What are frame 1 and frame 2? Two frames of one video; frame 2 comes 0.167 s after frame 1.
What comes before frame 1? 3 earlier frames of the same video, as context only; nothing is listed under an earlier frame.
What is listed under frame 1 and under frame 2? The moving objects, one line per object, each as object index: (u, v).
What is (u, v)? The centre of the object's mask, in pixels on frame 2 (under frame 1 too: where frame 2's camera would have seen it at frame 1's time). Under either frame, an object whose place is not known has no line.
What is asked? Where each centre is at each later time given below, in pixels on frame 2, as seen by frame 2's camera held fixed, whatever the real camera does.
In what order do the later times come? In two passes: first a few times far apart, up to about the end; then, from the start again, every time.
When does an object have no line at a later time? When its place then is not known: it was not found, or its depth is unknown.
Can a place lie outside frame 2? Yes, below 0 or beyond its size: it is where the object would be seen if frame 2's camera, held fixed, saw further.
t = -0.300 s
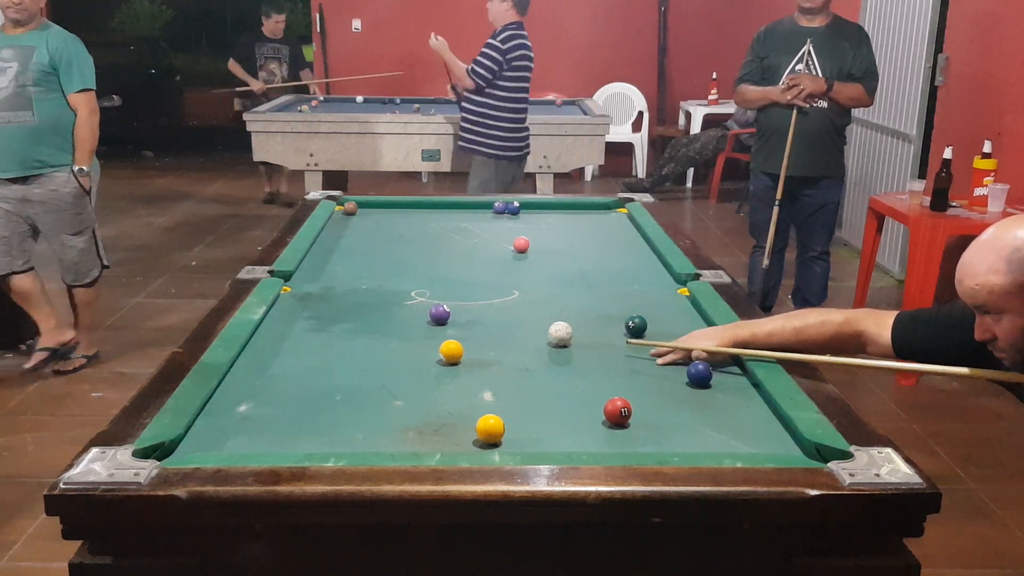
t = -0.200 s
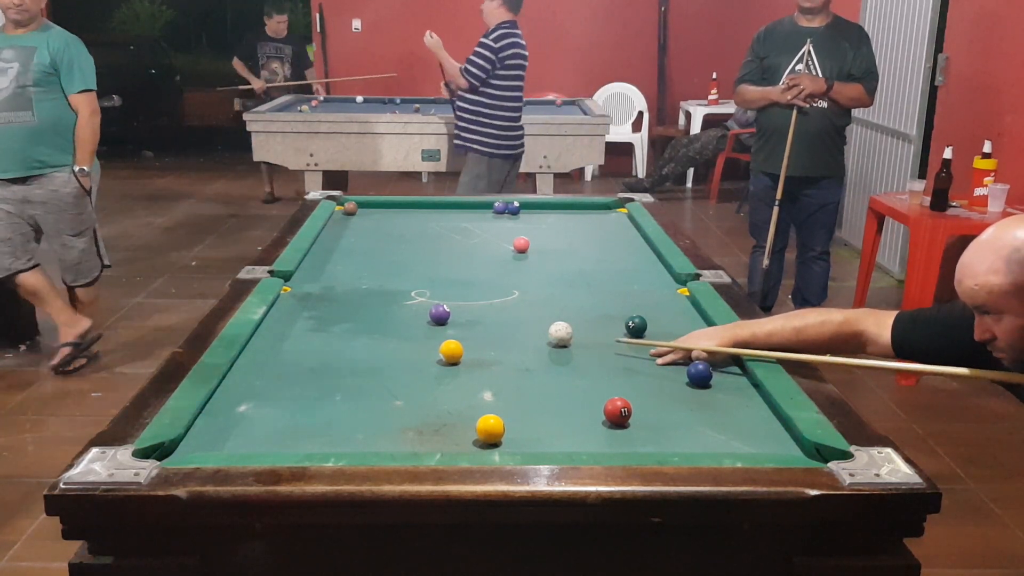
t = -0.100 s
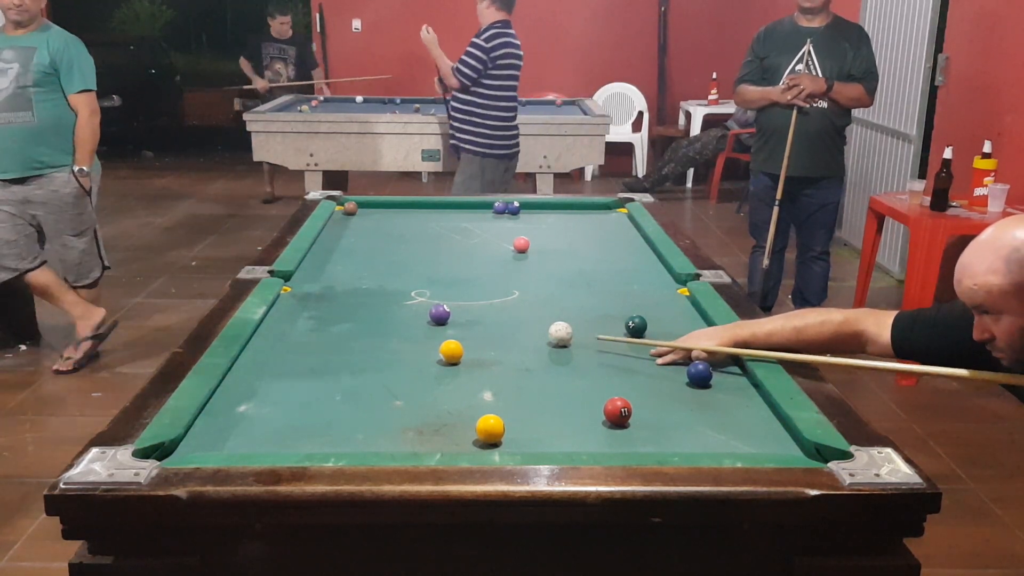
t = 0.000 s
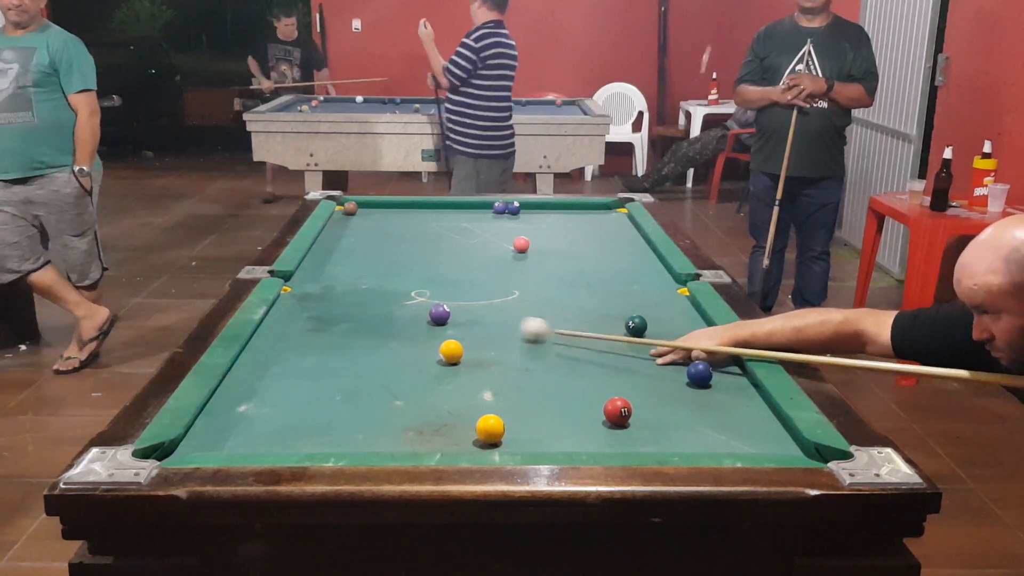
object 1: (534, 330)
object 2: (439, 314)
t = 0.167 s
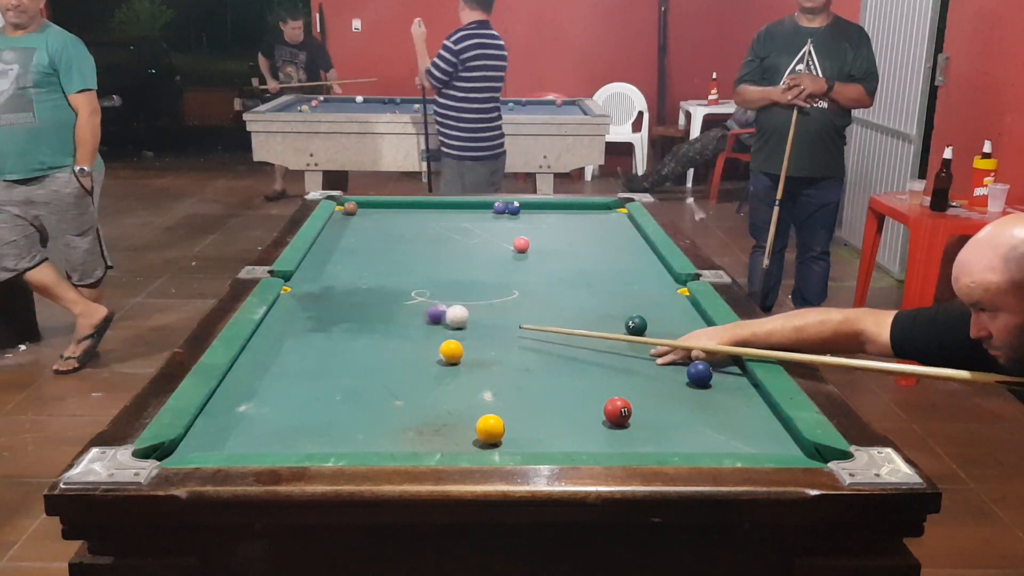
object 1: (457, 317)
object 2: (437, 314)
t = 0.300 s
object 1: (438, 316)
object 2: (392, 304)
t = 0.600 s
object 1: (390, 311)
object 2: (313, 290)
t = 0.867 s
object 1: (351, 308)
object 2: (307, 277)
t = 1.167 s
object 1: (311, 304)
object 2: (328, 264)
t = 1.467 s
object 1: (293, 301)
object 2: (346, 254)
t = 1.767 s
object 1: (321, 300)
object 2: (362, 245)
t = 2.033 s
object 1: (344, 299)
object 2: (374, 238)
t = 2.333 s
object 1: (366, 298)
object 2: (385, 231)
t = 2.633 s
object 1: (386, 297)
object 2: (396, 225)
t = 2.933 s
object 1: (402, 296)
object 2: (405, 220)
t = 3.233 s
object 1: (416, 295)
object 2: (412, 216)
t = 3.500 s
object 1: (425, 295)
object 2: (418, 212)
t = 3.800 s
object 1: (434, 294)
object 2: (423, 209)
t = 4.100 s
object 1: (439, 294)
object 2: (428, 206)
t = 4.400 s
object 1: (442, 294)
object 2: (430, 205)
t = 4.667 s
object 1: (442, 293)
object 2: (430, 206)
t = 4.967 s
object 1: (442, 294)
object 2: (431, 208)
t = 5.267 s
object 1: (442, 294)
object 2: (431, 209)
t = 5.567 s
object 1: (442, 294)
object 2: (430, 210)
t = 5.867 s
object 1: (442, 294)
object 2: (430, 210)
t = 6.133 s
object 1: (442, 294)
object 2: (429, 210)
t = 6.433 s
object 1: (442, 294)
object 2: (429, 210)
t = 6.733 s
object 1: (442, 293)
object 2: (429, 210)
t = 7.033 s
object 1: (442, 293)
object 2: (429, 210)
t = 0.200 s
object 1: (453, 317)
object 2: (424, 311)
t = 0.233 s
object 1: (449, 317)
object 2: (411, 308)
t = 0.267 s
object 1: (444, 316)
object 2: (400, 306)
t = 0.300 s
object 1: (438, 316)
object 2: (392, 304)
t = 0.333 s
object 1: (433, 315)
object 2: (382, 302)
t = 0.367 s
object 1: (427, 315)
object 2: (373, 301)
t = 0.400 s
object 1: (421, 314)
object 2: (364, 299)
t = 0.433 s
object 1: (416, 314)
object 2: (355, 297)
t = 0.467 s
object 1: (411, 313)
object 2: (347, 296)
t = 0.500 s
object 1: (406, 313)
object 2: (338, 295)
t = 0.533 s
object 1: (401, 312)
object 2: (329, 292)
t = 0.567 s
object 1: (396, 312)
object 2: (321, 291)
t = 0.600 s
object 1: (390, 311)
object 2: (313, 290)
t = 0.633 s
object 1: (385, 311)
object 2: (304, 287)
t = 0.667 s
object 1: (381, 310)
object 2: (296, 286)
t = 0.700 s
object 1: (376, 310)
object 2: (294, 284)
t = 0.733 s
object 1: (371, 309)
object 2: (297, 282)
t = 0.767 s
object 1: (366, 309)
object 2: (299, 281)
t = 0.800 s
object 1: (361, 308)
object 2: (302, 279)
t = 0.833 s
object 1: (356, 308)
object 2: (305, 278)
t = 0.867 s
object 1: (351, 308)
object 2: (307, 277)
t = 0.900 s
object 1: (347, 307)
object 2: (309, 275)
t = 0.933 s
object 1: (342, 307)
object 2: (312, 274)
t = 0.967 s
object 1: (337, 306)
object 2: (315, 272)
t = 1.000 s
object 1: (333, 306)
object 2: (317, 271)
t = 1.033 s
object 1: (328, 306)
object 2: (319, 269)
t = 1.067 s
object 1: (324, 305)
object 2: (322, 268)
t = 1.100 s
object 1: (319, 305)
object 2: (324, 267)
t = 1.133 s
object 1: (315, 304)
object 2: (326, 266)
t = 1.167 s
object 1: (311, 304)
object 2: (328, 264)
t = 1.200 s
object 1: (306, 304)
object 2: (330, 263)
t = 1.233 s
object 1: (302, 303)
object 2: (333, 261)
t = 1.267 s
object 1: (298, 303)
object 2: (335, 260)
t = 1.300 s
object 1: (293, 302)
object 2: (336, 259)
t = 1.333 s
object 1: (289, 302)
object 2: (339, 258)
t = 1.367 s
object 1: (285, 302)
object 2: (341, 257)
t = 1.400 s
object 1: (286, 302)
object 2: (342, 256)
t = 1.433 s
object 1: (289, 301)
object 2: (344, 255)
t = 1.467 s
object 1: (293, 301)
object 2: (346, 254)
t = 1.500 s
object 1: (296, 301)
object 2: (348, 252)
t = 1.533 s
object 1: (299, 301)
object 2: (350, 252)
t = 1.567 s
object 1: (303, 301)
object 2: (352, 251)
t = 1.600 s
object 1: (306, 301)
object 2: (353, 250)
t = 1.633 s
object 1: (309, 300)
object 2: (355, 249)
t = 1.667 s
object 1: (312, 300)
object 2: (357, 248)
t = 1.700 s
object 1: (315, 300)
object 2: (359, 247)
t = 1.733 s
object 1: (318, 300)
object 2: (360, 246)
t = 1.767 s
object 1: (321, 300)
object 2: (362, 245)
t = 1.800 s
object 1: (324, 300)
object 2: (364, 244)
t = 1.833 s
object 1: (327, 299)
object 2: (365, 243)
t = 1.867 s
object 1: (330, 299)
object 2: (367, 242)
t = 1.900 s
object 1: (333, 299)
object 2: (368, 242)
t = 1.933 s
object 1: (335, 299)
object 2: (370, 241)
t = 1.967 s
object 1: (338, 299)
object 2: (371, 240)
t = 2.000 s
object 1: (341, 299)
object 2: (373, 239)
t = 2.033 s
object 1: (344, 299)
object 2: (374, 238)
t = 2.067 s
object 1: (346, 299)
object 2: (376, 237)
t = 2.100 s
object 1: (349, 298)
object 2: (377, 236)
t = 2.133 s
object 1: (352, 299)
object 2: (378, 236)
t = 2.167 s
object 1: (354, 298)
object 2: (379, 235)
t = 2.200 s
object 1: (356, 298)
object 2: (381, 234)
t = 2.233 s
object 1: (359, 298)
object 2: (382, 233)
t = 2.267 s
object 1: (361, 298)
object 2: (383, 233)
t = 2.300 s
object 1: (364, 298)
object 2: (384, 232)
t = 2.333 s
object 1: (366, 298)
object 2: (385, 231)
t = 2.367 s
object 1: (369, 297)
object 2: (387, 231)
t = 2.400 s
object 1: (371, 297)
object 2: (388, 230)
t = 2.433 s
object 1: (373, 297)
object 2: (389, 229)
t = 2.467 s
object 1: (375, 297)
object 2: (390, 228)
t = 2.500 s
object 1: (377, 297)
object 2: (391, 228)
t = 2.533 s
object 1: (379, 297)
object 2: (392, 227)
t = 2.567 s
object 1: (381, 297)
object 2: (393, 227)
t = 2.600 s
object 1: (383, 297)
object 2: (394, 226)
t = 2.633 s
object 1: (386, 297)
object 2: (396, 225)
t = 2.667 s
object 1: (387, 297)
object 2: (397, 225)
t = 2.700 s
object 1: (389, 297)
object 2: (398, 224)
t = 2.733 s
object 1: (391, 297)
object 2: (399, 224)
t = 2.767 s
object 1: (393, 297)
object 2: (400, 223)
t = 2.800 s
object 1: (395, 296)
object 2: (400, 222)
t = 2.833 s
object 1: (397, 296)
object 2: (402, 222)
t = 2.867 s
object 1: (399, 296)
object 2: (403, 221)
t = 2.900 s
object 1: (400, 296)
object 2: (404, 220)
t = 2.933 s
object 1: (402, 296)
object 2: (405, 220)
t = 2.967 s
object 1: (404, 296)
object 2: (405, 219)
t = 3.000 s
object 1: (406, 296)
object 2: (406, 219)
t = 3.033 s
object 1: (407, 296)
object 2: (407, 219)
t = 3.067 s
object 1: (409, 296)
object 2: (408, 219)
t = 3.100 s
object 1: (410, 296)
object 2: (409, 219)
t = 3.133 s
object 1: (412, 296)
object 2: (409, 218)
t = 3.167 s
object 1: (413, 295)
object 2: (411, 217)
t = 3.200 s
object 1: (415, 295)
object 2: (412, 217)
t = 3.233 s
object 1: (416, 295)
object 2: (412, 216)
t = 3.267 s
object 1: (417, 295)
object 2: (413, 215)
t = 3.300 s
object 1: (419, 295)
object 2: (414, 215)
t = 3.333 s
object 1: (420, 295)
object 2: (415, 214)
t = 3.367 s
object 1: (421, 295)
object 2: (415, 214)
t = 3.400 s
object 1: (422, 295)
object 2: (416, 213)
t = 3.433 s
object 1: (423, 295)
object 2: (416, 213)
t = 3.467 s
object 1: (424, 295)
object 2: (417, 212)
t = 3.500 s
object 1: (425, 295)
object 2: (418, 212)
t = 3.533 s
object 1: (426, 295)
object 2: (418, 212)
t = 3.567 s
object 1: (426, 295)
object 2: (419, 211)
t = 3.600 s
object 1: (427, 295)
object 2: (420, 211)
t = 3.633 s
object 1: (430, 294)
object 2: (420, 210)
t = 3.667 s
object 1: (431, 294)
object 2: (421, 210)
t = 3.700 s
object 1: (431, 294)
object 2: (421, 210)
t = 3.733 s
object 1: (432, 294)
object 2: (422, 210)
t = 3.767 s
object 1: (433, 294)
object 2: (423, 209)
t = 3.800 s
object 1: (434, 294)
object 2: (423, 209)
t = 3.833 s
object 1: (435, 294)
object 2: (423, 208)
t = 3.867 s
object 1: (435, 294)
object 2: (424, 208)
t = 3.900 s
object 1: (436, 294)
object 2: (424, 208)
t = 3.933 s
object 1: (436, 294)
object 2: (425, 208)
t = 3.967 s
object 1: (437, 294)
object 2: (426, 207)
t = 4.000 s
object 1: (438, 294)
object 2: (426, 207)
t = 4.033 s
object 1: (438, 294)
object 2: (427, 207)
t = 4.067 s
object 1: (438, 294)
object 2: (427, 206)
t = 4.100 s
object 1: (439, 294)
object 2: (428, 206)
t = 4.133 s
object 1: (439, 294)
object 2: (428, 206)
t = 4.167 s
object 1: (439, 294)
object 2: (429, 206)
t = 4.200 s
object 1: (440, 294)
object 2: (429, 205)
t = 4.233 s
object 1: (440, 294)
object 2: (429, 205)
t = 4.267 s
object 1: (440, 294)
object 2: (429, 205)
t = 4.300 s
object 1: (441, 294)
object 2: (429, 205)
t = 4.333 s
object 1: (441, 294)
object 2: (430, 205)
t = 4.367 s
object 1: (441, 294)
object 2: (430, 205)
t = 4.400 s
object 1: (442, 294)
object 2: (430, 205)
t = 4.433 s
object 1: (442, 294)
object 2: (430, 205)
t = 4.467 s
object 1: (442, 294)
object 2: (430, 206)
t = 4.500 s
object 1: (442, 294)
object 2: (430, 206)
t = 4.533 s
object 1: (442, 294)
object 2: (430, 206)
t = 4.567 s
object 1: (442, 294)
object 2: (430, 206)
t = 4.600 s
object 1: (442, 293)
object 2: (430, 206)
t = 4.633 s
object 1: (442, 294)
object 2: (430, 206)
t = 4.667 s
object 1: (442, 293)
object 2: (430, 206)
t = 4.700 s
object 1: (442, 293)
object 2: (431, 206)
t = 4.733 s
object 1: (442, 294)
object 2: (431, 207)
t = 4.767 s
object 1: (442, 294)
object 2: (431, 207)
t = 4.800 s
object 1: (442, 294)
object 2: (431, 207)
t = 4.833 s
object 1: (442, 293)
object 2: (431, 207)
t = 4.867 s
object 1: (442, 294)
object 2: (431, 207)
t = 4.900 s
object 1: (442, 294)
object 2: (431, 208)
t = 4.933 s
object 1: (442, 294)
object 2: (431, 208)
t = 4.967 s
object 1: (442, 294)
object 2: (431, 208)
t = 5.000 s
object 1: (442, 294)
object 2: (431, 208)
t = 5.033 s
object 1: (442, 294)
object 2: (431, 208)
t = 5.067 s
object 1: (442, 294)
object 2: (431, 208)
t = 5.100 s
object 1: (442, 294)
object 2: (431, 208)
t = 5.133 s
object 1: (442, 294)
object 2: (431, 208)
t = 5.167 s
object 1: (442, 294)
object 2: (431, 208)
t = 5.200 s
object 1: (442, 294)
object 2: (431, 208)
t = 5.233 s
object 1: (442, 294)
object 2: (431, 209)
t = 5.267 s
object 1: (442, 294)
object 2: (431, 209)
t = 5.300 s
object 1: (442, 294)
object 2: (431, 209)
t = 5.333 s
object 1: (442, 294)
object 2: (431, 209)
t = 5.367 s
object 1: (442, 294)
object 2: (431, 209)
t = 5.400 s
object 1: (442, 293)
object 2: (431, 209)
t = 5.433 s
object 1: (442, 294)
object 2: (431, 209)
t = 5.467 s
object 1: (442, 294)
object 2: (431, 209)
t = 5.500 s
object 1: (442, 294)
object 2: (430, 210)
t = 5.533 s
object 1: (442, 294)
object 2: (430, 210)
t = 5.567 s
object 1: (442, 294)
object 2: (430, 210)
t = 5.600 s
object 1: (442, 294)
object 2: (430, 210)
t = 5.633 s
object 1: (442, 294)
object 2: (430, 210)
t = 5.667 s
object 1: (442, 294)
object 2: (430, 210)
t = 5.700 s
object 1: (442, 294)
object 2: (430, 210)
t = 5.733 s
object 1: (442, 294)
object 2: (430, 210)
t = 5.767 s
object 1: (442, 294)
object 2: (430, 210)
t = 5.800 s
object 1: (442, 294)
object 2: (430, 210)
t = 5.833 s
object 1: (442, 294)
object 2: (430, 210)
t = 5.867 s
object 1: (442, 294)
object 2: (430, 210)
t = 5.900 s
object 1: (442, 294)
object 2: (429, 210)
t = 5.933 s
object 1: (442, 294)
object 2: (429, 210)
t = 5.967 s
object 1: (442, 294)
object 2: (429, 210)
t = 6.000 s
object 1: (442, 294)
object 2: (429, 210)
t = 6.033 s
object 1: (442, 294)
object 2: (429, 210)
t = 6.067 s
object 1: (442, 294)
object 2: (429, 210)
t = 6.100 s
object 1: (442, 294)
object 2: (428, 211)
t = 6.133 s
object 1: (442, 294)
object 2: (429, 210)
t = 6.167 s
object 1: (442, 294)
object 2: (429, 210)
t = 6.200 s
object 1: (442, 294)
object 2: (429, 210)
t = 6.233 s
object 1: (442, 294)
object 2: (429, 210)
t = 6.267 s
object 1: (442, 294)
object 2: (429, 210)
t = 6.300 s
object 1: (442, 294)
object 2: (429, 210)
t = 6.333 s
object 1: (442, 293)
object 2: (429, 210)
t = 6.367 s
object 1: (442, 294)
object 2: (429, 210)
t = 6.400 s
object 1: (442, 294)
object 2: (429, 210)
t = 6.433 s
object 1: (442, 294)
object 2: (429, 210)
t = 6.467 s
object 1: (442, 293)
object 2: (429, 210)
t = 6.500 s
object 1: (442, 294)
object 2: (429, 210)
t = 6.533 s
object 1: (442, 293)
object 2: (429, 210)
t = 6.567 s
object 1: (442, 293)
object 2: (429, 210)
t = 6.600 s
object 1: (442, 293)
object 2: (429, 210)
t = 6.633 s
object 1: (442, 293)
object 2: (429, 210)
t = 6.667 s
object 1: (442, 293)
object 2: (429, 210)
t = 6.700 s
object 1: (442, 293)
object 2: (429, 210)
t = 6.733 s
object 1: (442, 293)
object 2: (429, 210)
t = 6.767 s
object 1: (442, 293)
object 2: (429, 210)
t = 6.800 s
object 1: (442, 294)
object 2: (429, 210)
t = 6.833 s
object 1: (442, 294)
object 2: (429, 210)
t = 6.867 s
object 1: (442, 294)
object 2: (429, 210)
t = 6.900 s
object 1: (442, 294)
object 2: (429, 210)
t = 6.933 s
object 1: (442, 294)
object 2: (429, 210)
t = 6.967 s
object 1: (442, 294)
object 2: (429, 210)
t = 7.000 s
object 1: (442, 294)
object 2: (429, 210)
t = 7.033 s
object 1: (442, 293)
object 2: (429, 210)
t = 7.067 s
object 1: (442, 294)
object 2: (429, 210)
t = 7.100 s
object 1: (442, 294)
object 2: (429, 210)
